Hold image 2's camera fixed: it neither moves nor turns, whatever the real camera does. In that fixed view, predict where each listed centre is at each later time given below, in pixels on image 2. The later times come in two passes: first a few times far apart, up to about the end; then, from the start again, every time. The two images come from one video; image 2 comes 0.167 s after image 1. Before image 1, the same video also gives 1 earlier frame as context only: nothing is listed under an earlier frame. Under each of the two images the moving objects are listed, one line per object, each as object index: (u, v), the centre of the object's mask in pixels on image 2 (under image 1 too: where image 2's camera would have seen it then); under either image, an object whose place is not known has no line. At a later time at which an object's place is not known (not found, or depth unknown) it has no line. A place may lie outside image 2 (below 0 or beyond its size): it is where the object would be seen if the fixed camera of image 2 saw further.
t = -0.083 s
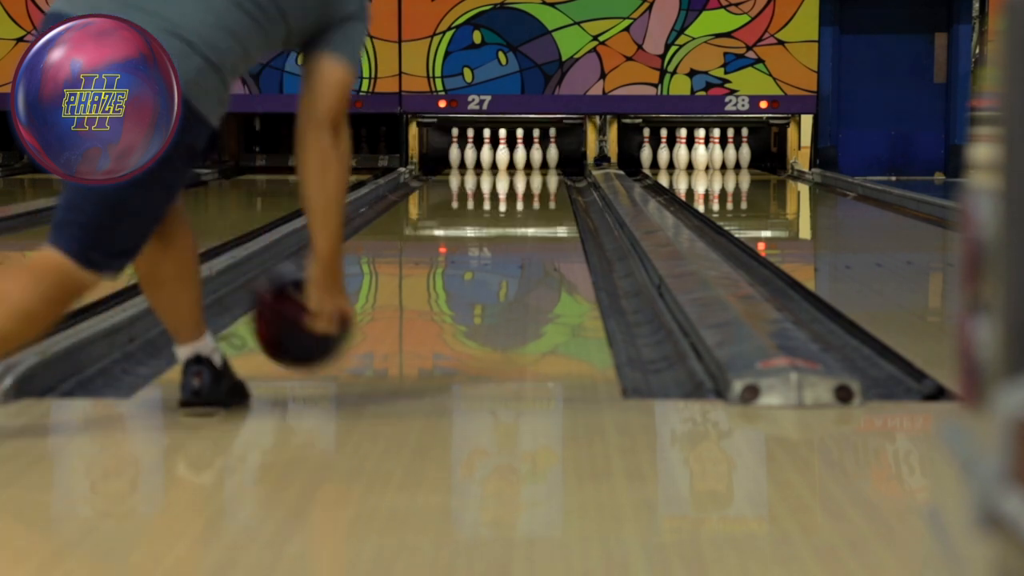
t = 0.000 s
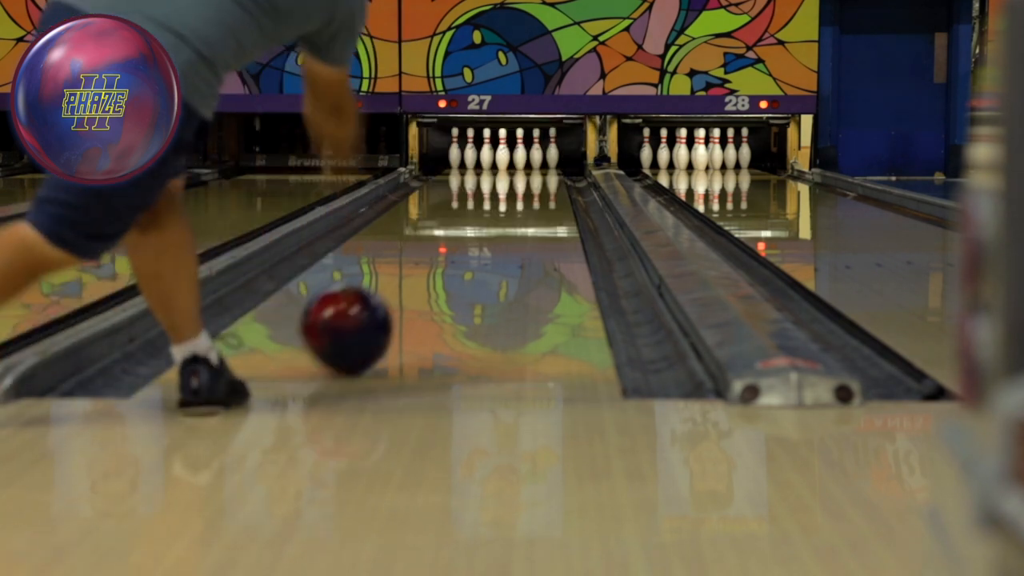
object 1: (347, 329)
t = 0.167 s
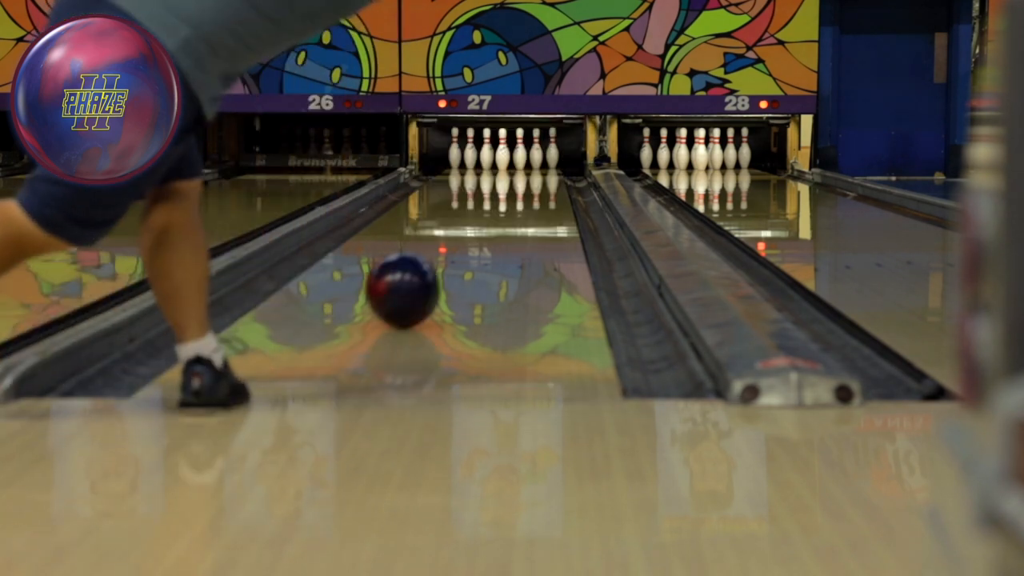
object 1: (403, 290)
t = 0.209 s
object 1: (413, 281)
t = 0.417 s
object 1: (455, 250)
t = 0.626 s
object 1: (484, 228)
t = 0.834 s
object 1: (504, 211)
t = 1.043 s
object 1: (519, 199)
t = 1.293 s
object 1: (532, 187)
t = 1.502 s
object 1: (539, 180)
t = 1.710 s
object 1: (543, 173)
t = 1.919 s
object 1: (539, 167)
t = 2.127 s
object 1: (528, 163)
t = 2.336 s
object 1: (511, 159)
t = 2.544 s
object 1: (501, 158)
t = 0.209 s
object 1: (413, 281)
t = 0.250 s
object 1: (423, 274)
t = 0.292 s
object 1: (432, 267)
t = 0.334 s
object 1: (440, 261)
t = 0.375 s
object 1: (448, 255)
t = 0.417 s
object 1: (455, 250)
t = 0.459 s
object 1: (462, 245)
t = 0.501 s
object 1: (468, 240)
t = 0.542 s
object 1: (474, 236)
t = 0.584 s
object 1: (479, 232)
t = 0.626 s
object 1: (484, 228)
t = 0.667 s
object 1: (489, 224)
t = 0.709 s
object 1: (493, 221)
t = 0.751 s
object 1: (497, 218)
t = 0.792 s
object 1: (501, 215)
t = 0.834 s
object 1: (504, 211)
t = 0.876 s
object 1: (508, 209)
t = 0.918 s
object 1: (511, 206)
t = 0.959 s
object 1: (514, 204)
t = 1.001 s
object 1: (516, 201)
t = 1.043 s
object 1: (519, 199)
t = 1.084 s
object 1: (522, 197)
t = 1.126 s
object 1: (524, 195)
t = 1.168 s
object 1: (526, 192)
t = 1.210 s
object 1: (527, 191)
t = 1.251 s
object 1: (530, 189)
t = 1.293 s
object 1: (532, 187)
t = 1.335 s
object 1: (533, 186)
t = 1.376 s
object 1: (535, 184)
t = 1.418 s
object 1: (536, 182)
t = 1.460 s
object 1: (537, 181)
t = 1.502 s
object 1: (539, 180)
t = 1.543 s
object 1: (540, 178)
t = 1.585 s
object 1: (541, 177)
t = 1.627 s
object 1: (542, 175)
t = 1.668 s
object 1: (542, 175)
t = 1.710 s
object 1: (543, 173)
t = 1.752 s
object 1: (543, 172)
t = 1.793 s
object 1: (542, 171)
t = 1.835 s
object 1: (542, 169)
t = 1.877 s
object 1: (541, 168)
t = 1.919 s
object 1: (539, 167)
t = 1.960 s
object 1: (538, 166)
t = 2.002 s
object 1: (536, 165)
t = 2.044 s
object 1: (534, 165)
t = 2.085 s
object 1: (530, 164)
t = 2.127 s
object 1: (528, 163)
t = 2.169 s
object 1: (524, 162)
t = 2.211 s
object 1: (522, 161)
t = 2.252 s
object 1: (518, 160)
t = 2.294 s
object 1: (515, 160)
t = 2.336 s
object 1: (511, 159)
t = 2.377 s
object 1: (509, 159)
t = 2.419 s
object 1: (508, 159)
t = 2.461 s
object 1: (507, 158)
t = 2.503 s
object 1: (504, 158)
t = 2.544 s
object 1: (501, 158)
